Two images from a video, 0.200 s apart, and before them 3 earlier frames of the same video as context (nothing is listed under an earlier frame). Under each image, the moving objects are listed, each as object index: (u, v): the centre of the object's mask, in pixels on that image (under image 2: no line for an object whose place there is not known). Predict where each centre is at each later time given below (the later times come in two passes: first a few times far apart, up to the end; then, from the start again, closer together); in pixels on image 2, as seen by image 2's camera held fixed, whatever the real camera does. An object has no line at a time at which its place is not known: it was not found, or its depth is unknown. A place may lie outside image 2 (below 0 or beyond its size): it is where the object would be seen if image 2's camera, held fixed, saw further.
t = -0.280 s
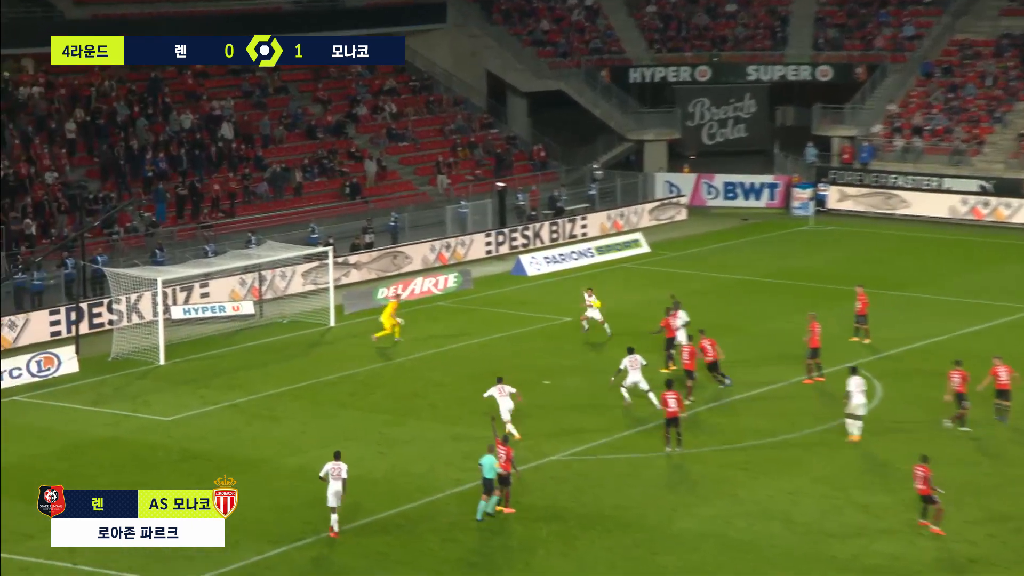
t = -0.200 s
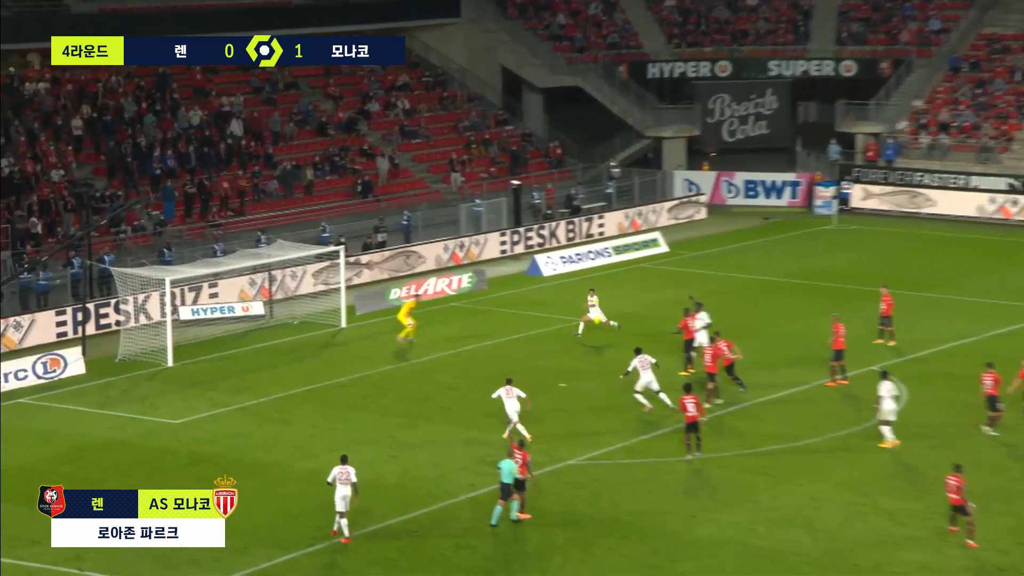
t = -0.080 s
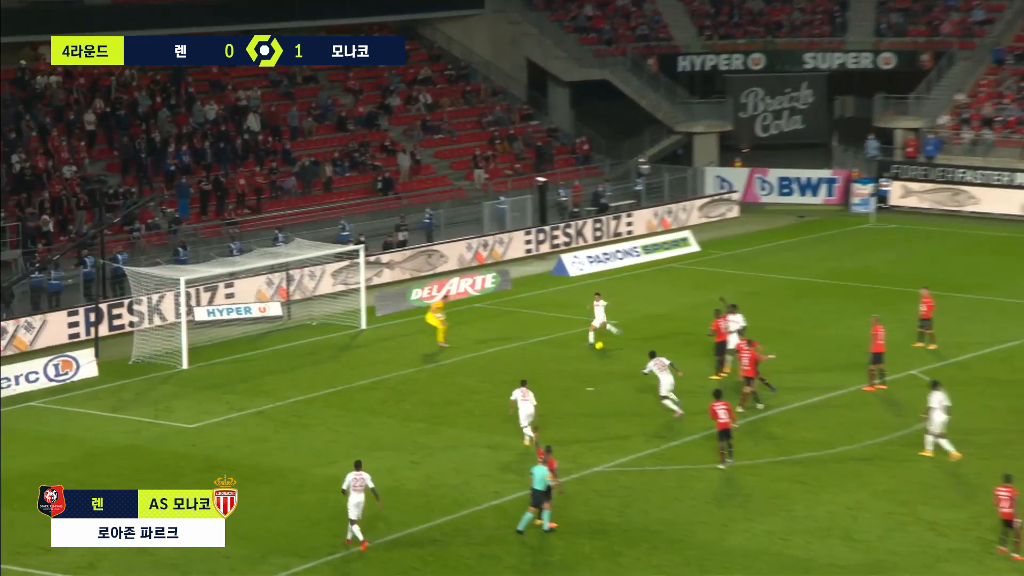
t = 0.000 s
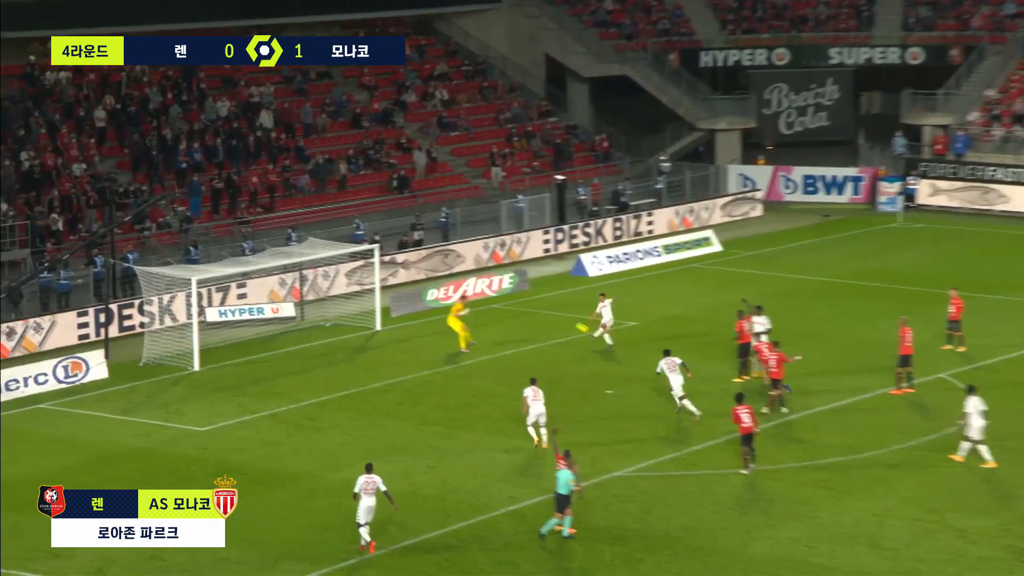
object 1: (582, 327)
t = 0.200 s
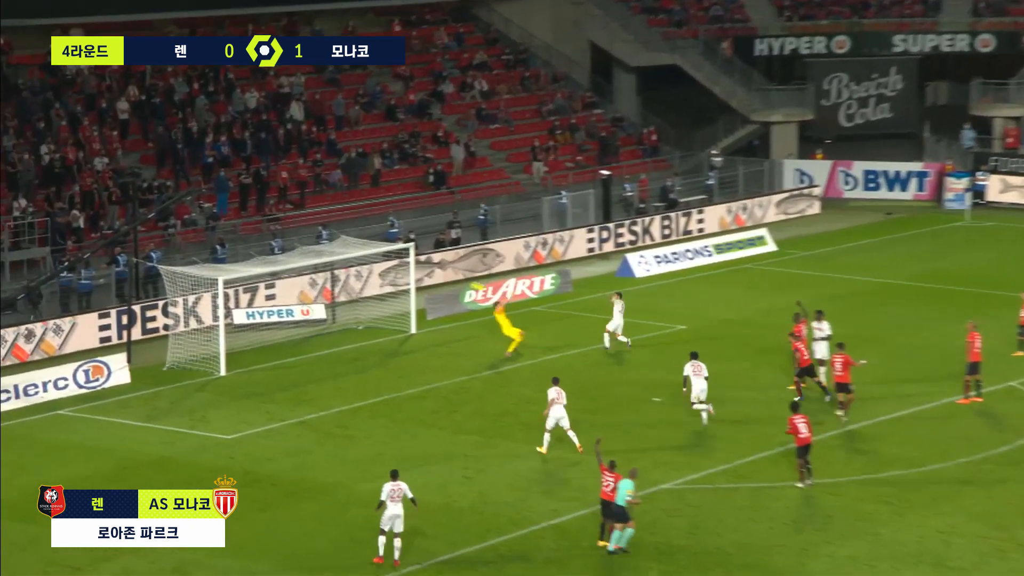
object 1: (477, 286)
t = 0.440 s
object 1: (309, 252)
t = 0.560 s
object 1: (255, 202)
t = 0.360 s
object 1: (361, 263)
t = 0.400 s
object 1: (333, 262)
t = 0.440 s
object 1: (309, 252)
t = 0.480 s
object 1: (291, 234)
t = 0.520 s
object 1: (273, 218)
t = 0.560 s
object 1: (255, 202)
